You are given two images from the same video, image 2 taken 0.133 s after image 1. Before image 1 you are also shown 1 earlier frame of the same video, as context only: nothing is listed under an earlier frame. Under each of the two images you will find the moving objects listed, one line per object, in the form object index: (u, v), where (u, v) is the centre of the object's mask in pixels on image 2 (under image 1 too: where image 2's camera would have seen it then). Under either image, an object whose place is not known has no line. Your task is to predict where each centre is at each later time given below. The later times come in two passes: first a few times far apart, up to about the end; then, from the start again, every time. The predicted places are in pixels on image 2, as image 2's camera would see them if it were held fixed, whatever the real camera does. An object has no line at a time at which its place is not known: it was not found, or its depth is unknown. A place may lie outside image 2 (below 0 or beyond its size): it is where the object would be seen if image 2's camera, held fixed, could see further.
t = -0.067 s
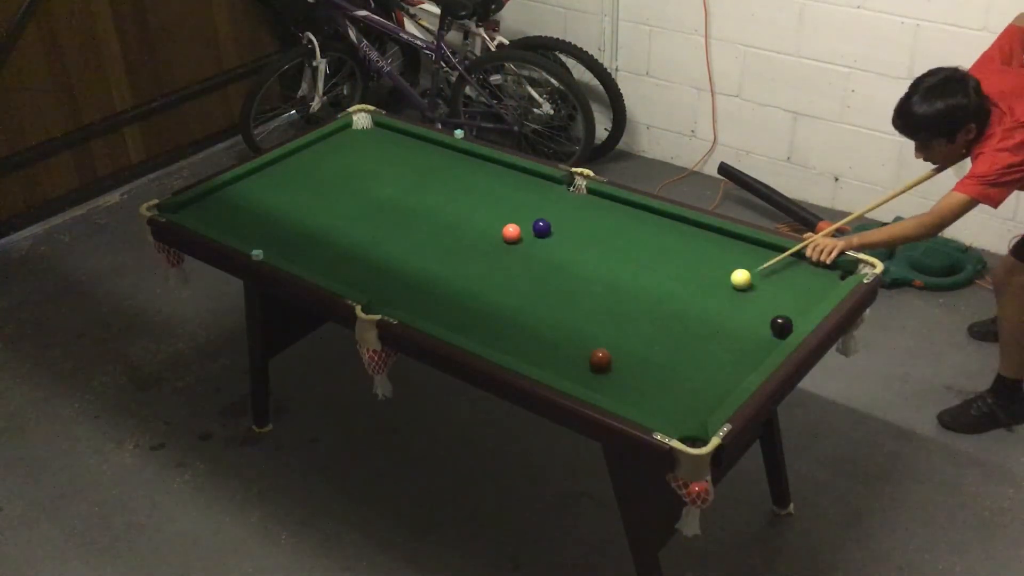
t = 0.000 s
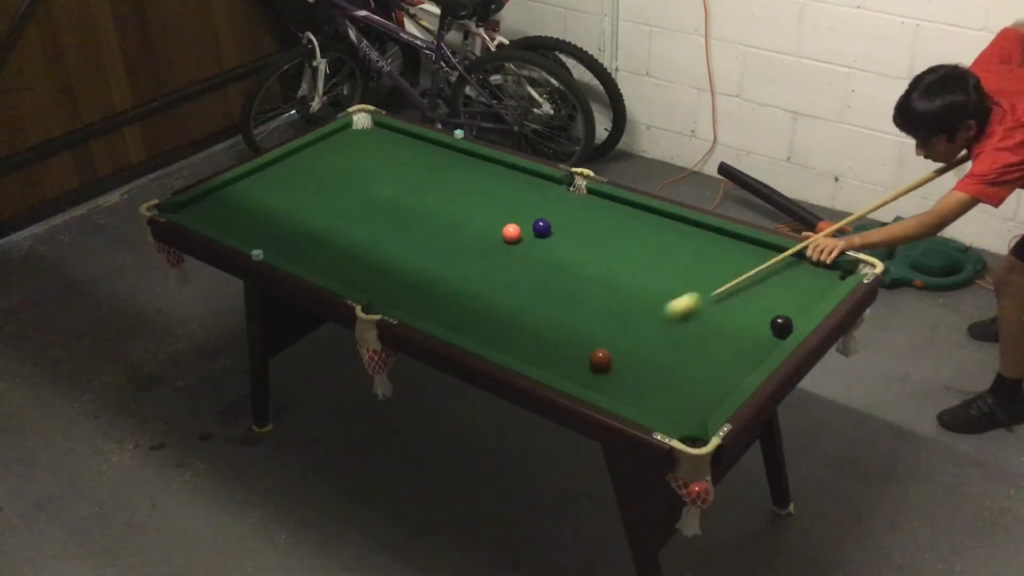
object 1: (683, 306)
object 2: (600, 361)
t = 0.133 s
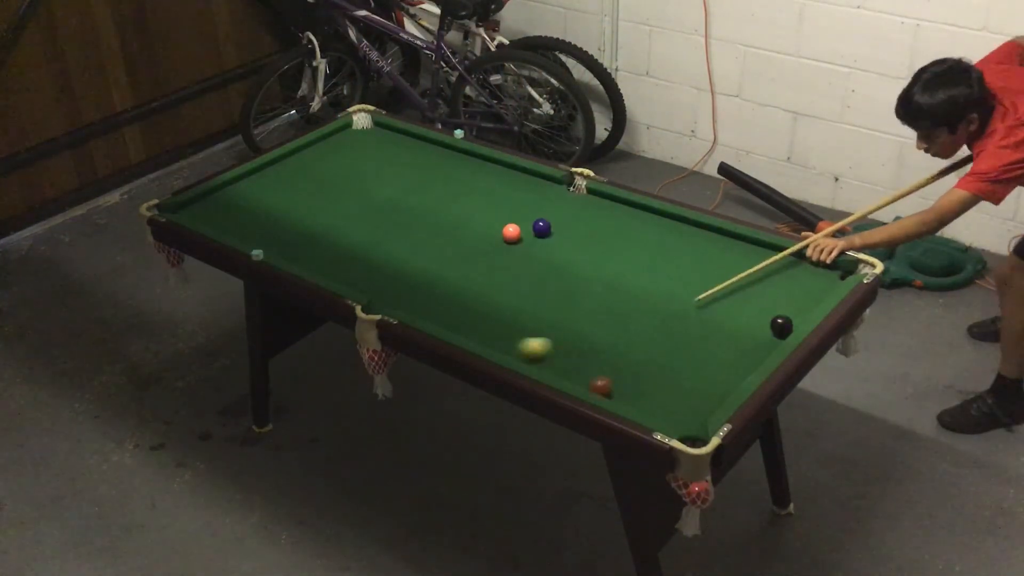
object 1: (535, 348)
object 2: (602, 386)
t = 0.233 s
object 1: (495, 322)
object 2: (641, 371)
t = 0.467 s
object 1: (475, 253)
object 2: (719, 334)
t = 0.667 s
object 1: (461, 205)
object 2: (778, 304)
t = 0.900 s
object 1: (447, 158)
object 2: (841, 272)
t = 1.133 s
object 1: (400, 148)
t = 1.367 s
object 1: (346, 148)
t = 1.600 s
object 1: (309, 151)
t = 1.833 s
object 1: (318, 163)
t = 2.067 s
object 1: (328, 174)
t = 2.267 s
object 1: (336, 185)
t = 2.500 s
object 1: (346, 196)
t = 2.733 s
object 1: (356, 207)
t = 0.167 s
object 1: (505, 345)
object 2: (616, 383)
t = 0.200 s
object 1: (498, 334)
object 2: (629, 377)
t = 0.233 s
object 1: (495, 322)
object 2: (641, 371)
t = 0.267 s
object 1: (492, 310)
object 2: (653, 365)
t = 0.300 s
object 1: (489, 300)
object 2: (665, 360)
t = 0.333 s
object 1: (486, 290)
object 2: (676, 355)
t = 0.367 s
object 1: (483, 281)
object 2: (687, 349)
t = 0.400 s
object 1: (481, 271)
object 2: (698, 344)
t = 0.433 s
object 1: (478, 262)
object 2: (708, 339)
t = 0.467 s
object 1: (475, 253)
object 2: (719, 334)
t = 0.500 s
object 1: (473, 245)
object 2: (729, 329)
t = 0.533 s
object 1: (471, 237)
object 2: (738, 324)
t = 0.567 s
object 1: (468, 228)
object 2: (749, 319)
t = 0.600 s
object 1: (466, 221)
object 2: (759, 314)
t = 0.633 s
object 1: (463, 213)
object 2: (768, 309)
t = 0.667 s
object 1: (461, 205)
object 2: (778, 304)
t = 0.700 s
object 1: (459, 198)
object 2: (788, 300)
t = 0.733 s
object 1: (457, 191)
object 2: (797, 296)
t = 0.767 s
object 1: (455, 184)
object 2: (806, 291)
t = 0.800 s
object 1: (453, 177)
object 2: (815, 286)
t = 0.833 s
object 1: (451, 170)
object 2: (823, 282)
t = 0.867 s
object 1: (449, 164)
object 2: (833, 277)
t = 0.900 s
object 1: (447, 158)
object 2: (841, 272)
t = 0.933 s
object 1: (445, 152)
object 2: (848, 269)
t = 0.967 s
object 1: (442, 147)
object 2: (855, 271)
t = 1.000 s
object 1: (433, 148)
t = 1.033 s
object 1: (424, 149)
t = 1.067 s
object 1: (416, 149)
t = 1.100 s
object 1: (408, 149)
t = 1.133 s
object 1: (400, 148)
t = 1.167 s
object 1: (392, 148)
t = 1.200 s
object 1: (384, 148)
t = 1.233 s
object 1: (376, 148)
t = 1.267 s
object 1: (369, 148)
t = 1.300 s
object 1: (361, 148)
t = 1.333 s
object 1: (353, 148)
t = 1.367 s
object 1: (346, 148)
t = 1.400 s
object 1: (338, 148)
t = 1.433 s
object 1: (331, 148)
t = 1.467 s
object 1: (324, 148)
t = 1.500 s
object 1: (316, 148)
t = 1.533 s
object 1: (308, 147)
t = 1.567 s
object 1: (307, 149)
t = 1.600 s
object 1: (309, 151)
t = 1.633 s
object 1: (310, 152)
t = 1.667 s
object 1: (311, 154)
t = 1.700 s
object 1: (313, 156)
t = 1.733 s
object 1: (314, 158)
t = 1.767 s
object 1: (316, 159)
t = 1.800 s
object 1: (317, 161)
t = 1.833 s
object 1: (318, 163)
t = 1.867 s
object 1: (320, 165)
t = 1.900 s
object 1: (321, 166)
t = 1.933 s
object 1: (323, 168)
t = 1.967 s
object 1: (324, 169)
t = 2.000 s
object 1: (325, 171)
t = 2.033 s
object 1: (327, 173)
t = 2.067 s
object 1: (328, 174)
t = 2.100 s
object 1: (329, 176)
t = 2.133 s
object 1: (331, 178)
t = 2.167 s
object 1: (332, 180)
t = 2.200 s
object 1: (334, 181)
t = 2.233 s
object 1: (335, 183)
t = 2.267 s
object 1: (336, 185)
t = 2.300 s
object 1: (338, 186)
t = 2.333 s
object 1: (339, 188)
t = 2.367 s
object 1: (341, 189)
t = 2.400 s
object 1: (342, 191)
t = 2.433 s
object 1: (344, 193)
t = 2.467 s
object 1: (345, 194)
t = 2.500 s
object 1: (346, 196)
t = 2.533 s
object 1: (348, 197)
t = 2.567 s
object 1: (349, 199)
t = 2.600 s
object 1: (351, 201)
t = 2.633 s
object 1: (352, 202)
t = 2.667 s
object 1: (354, 204)
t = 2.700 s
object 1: (355, 205)
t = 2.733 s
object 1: (356, 207)
